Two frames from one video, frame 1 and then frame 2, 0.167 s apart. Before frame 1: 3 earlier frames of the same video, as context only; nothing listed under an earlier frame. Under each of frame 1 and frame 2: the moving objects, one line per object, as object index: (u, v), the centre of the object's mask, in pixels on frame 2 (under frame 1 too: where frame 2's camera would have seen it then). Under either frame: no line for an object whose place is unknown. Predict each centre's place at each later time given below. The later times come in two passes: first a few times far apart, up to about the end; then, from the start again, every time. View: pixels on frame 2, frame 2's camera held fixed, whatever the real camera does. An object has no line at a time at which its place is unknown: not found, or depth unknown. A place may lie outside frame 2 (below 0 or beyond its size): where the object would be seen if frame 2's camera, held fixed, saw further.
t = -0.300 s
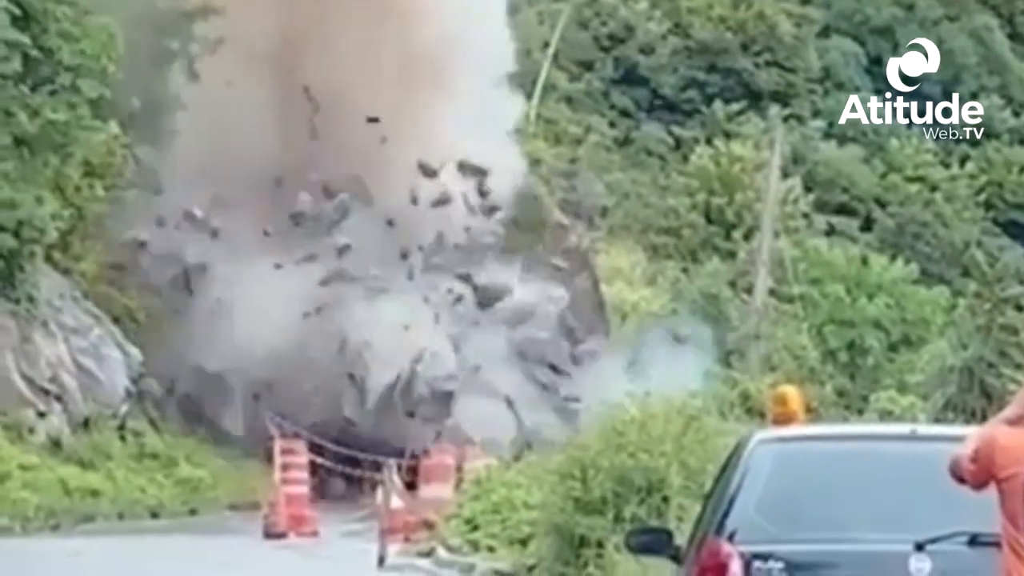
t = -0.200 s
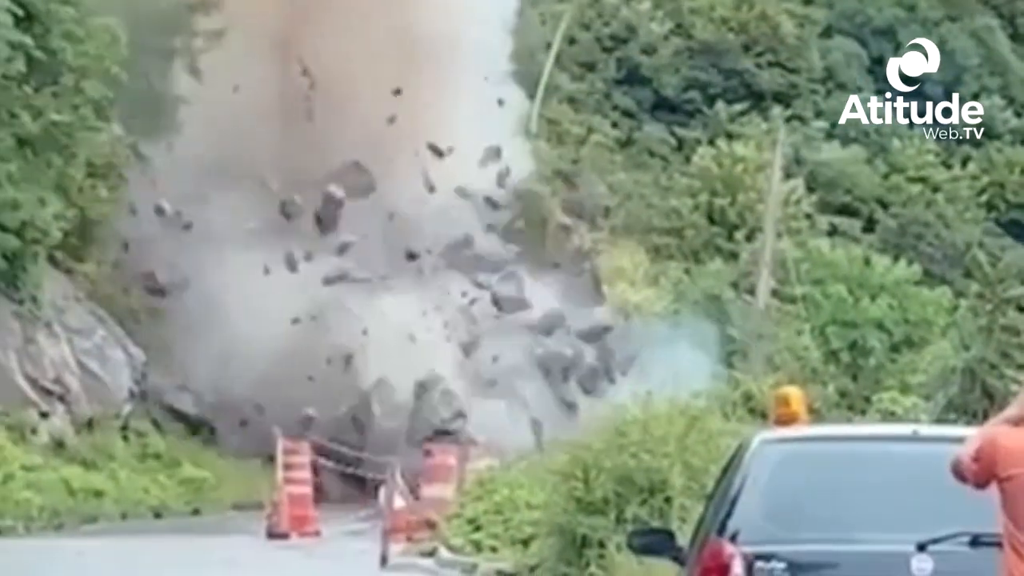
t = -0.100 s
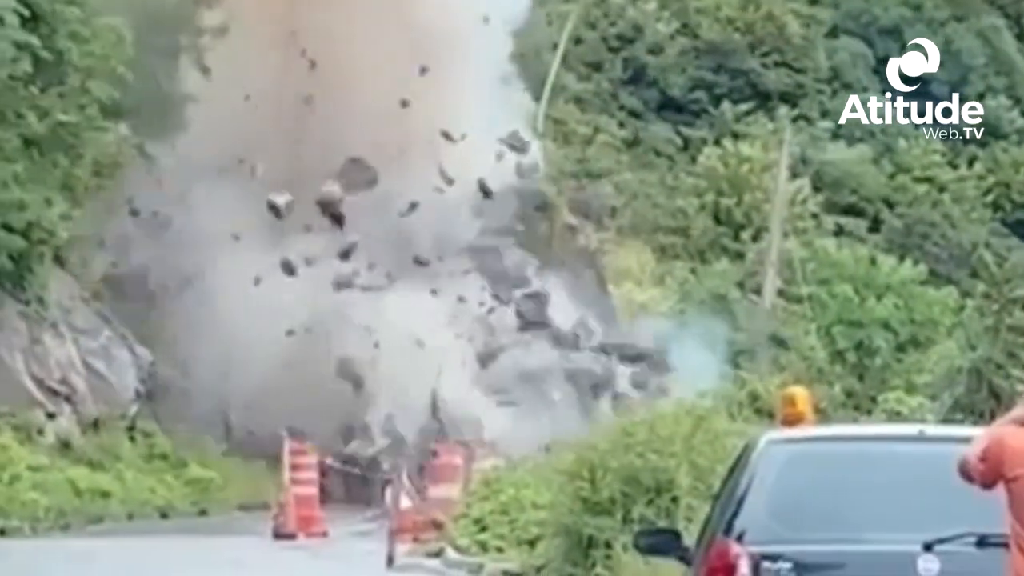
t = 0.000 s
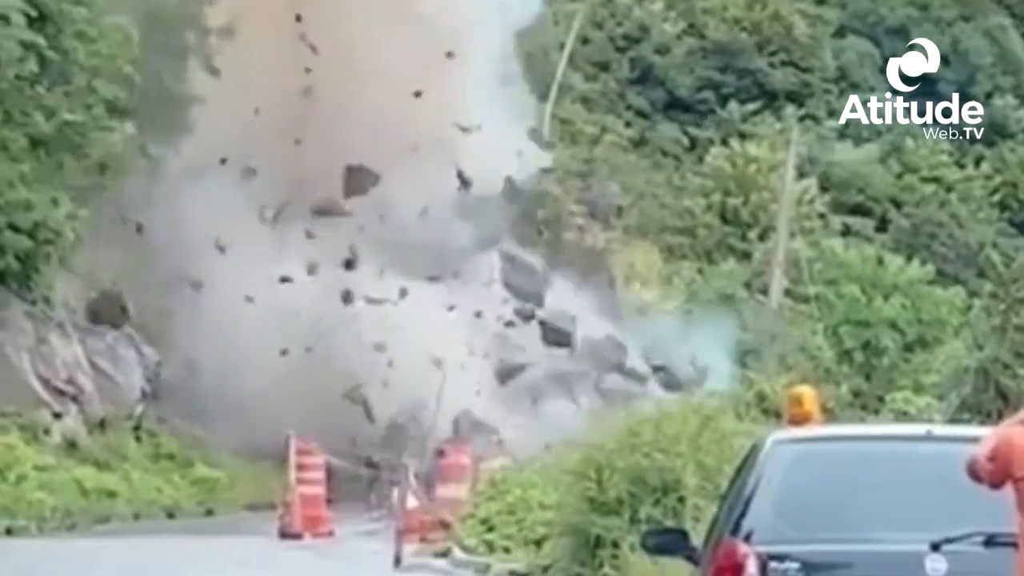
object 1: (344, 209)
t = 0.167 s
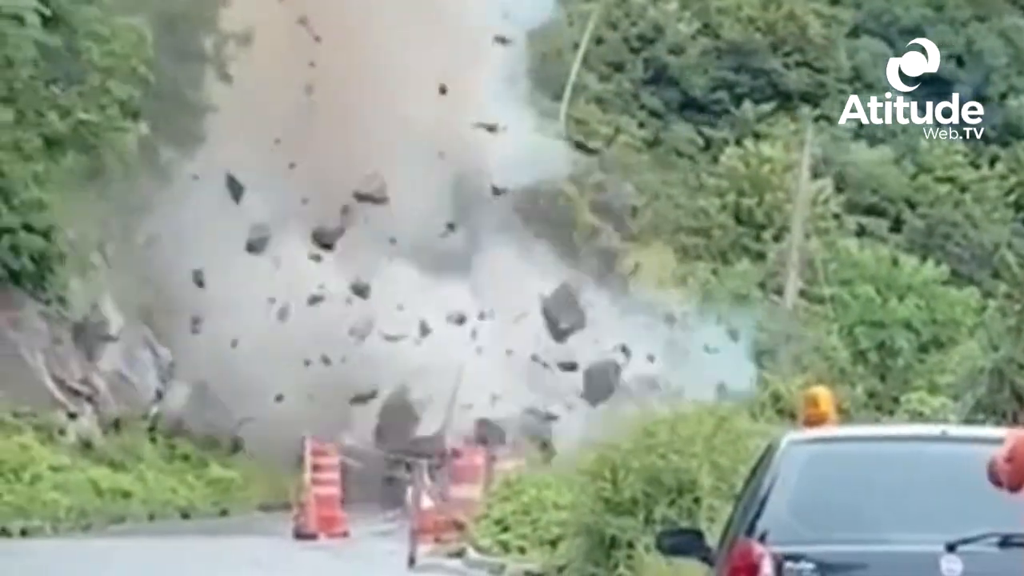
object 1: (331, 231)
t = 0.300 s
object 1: (325, 261)
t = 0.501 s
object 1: (308, 334)
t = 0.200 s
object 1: (330, 237)
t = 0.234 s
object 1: (330, 243)
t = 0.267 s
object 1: (328, 251)
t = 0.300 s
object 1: (325, 261)
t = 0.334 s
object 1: (323, 270)
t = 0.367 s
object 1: (322, 280)
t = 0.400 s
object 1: (319, 291)
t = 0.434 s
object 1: (316, 304)
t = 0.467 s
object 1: (312, 318)
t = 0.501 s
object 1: (308, 334)
